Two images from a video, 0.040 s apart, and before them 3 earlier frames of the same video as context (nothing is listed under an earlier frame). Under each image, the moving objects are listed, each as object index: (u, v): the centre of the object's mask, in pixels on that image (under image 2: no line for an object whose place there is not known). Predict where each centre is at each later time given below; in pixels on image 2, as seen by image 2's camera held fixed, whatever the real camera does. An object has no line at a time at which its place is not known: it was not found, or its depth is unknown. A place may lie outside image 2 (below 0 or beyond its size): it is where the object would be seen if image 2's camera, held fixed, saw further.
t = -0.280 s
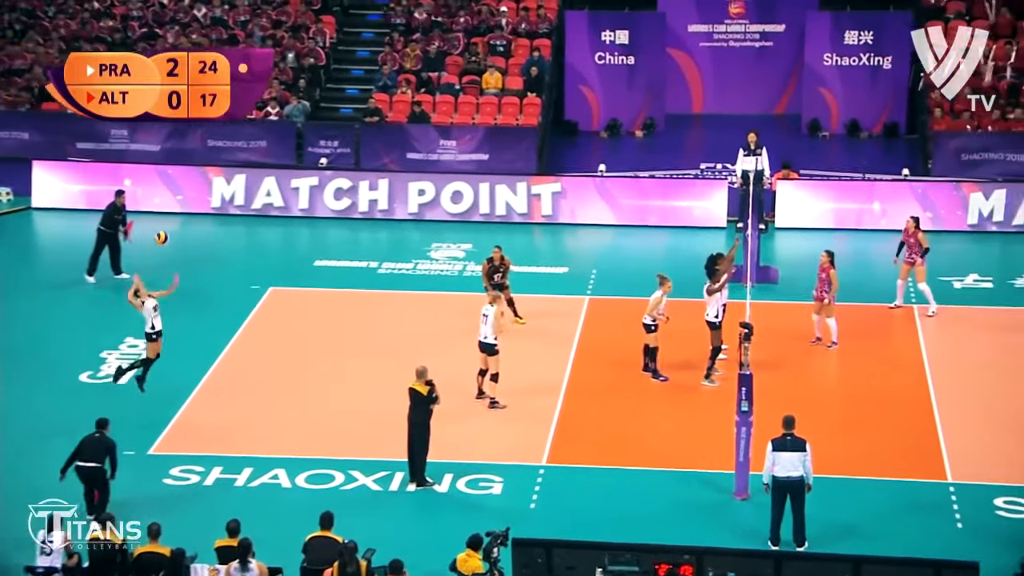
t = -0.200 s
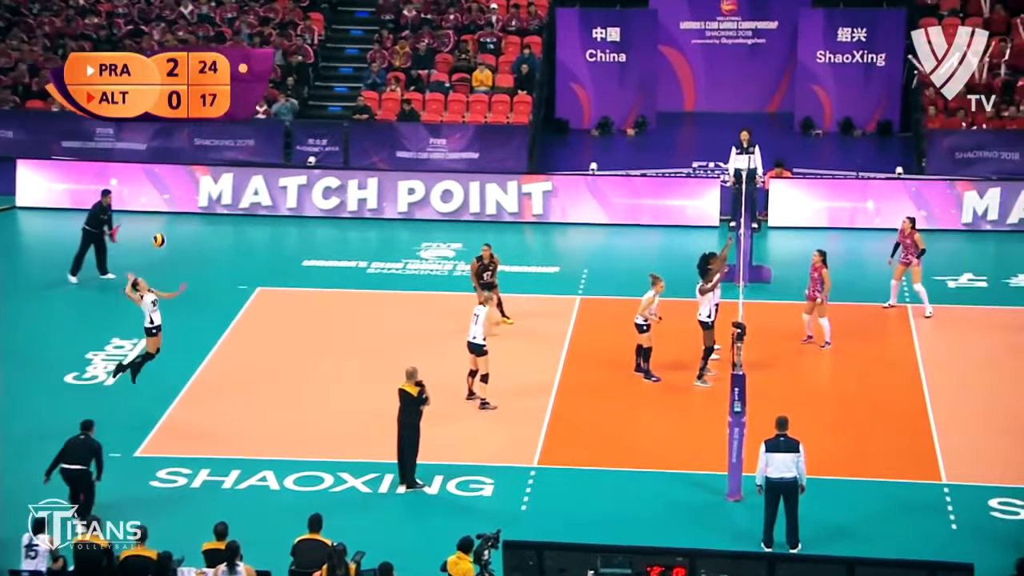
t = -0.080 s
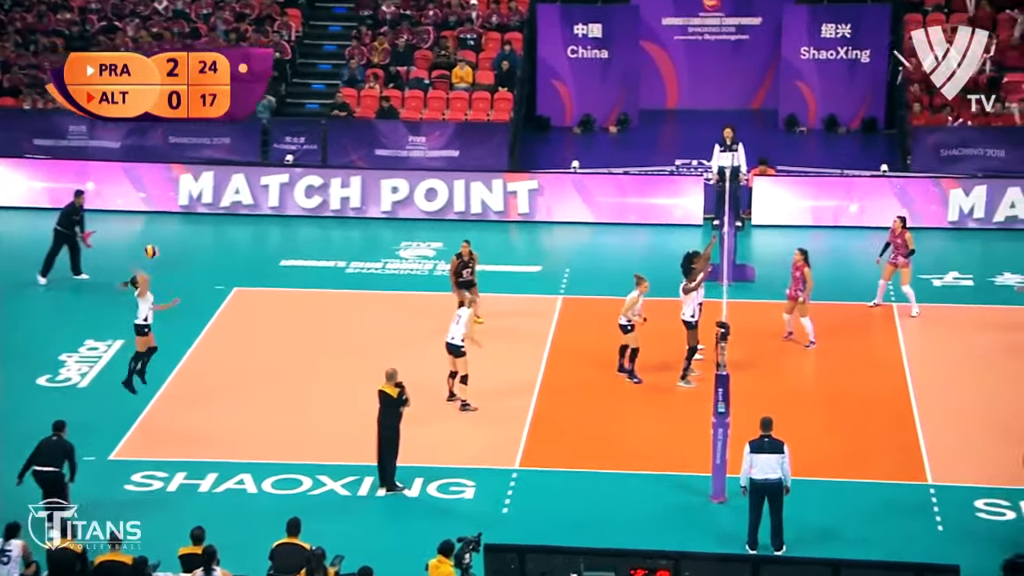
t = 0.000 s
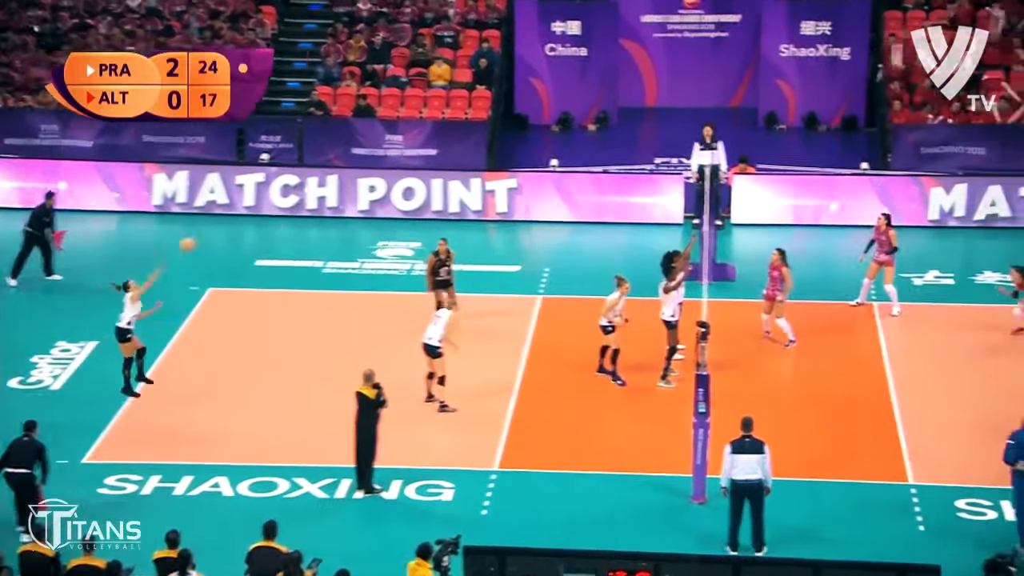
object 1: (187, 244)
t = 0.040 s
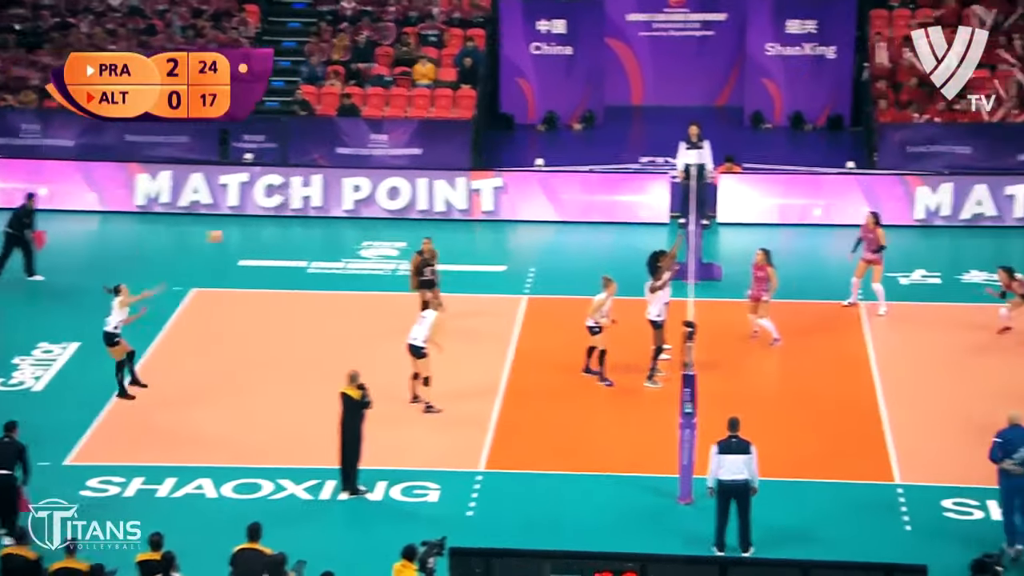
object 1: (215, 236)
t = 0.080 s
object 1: (258, 230)
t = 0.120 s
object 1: (302, 224)
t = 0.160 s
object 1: (342, 219)
